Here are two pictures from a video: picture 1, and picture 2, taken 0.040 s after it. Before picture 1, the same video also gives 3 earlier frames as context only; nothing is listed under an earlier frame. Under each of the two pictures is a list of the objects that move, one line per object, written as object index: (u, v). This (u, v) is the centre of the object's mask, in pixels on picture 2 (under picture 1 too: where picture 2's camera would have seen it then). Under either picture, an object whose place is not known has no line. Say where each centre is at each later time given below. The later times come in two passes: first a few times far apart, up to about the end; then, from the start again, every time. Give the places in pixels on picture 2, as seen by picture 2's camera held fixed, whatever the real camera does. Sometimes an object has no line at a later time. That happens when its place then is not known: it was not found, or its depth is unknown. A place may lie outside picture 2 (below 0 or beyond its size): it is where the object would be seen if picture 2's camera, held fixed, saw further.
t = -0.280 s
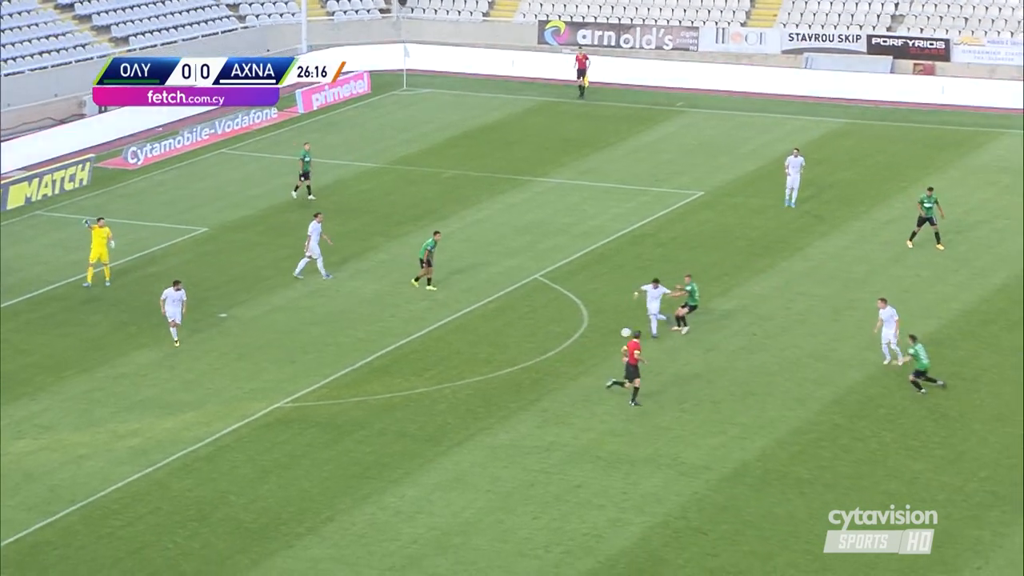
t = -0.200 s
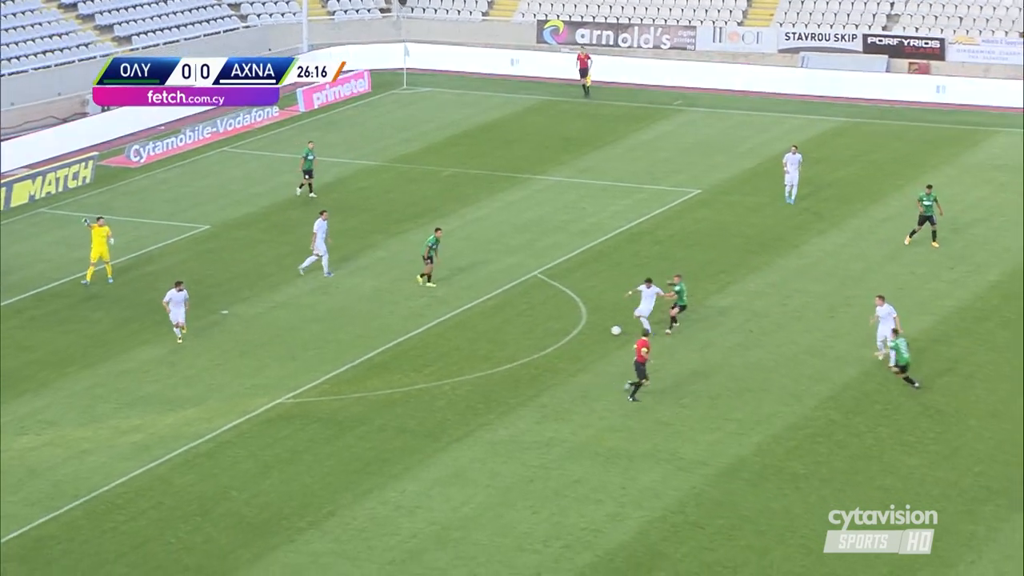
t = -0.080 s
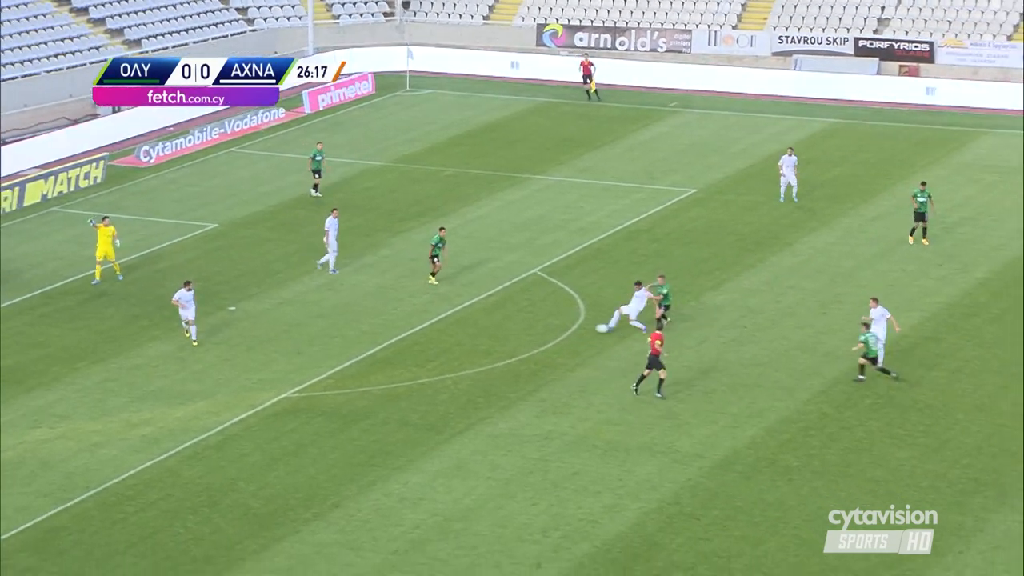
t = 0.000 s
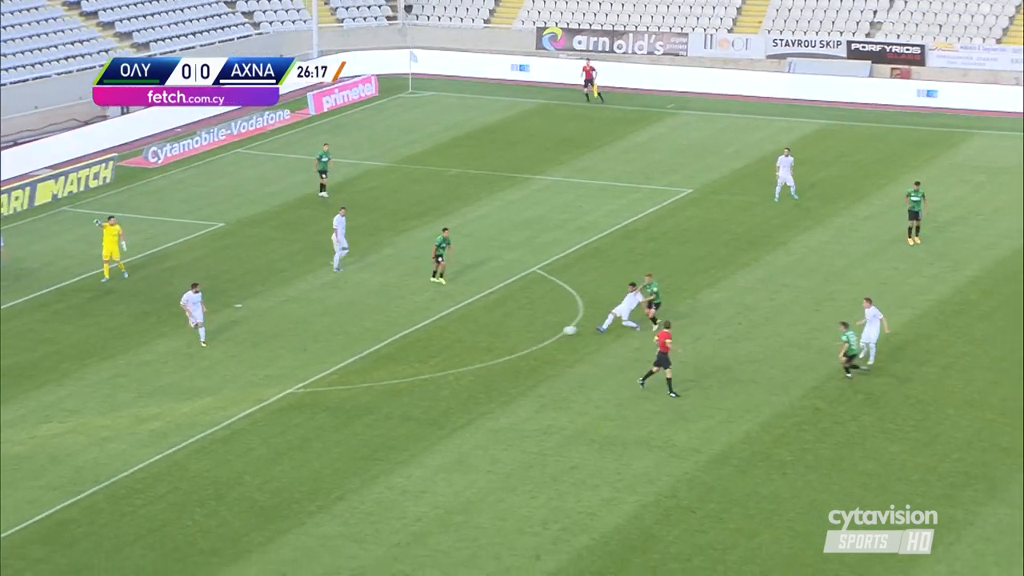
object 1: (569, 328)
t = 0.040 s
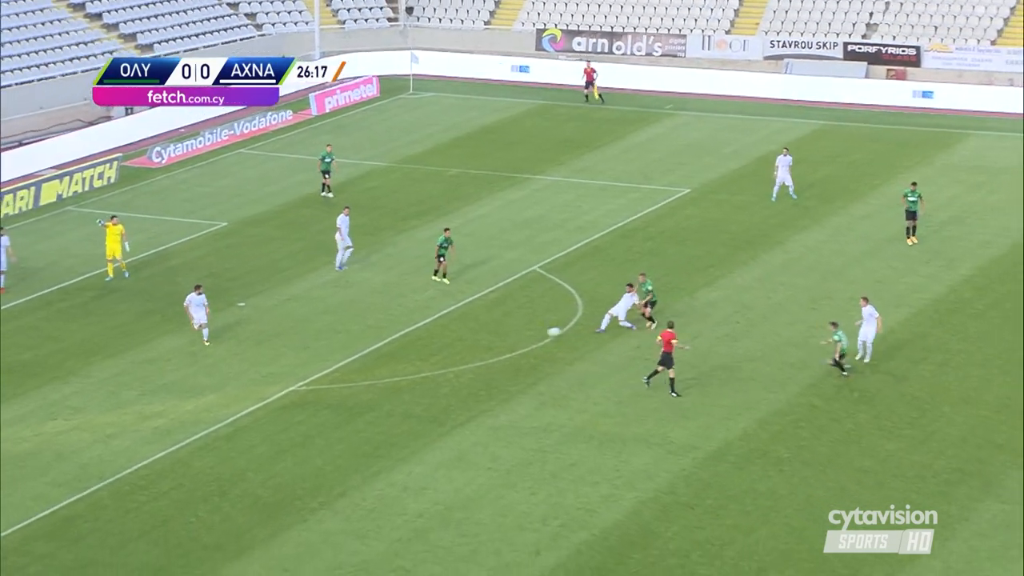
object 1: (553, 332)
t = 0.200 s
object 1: (494, 351)
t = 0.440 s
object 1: (416, 372)
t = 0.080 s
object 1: (538, 336)
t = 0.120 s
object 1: (523, 341)
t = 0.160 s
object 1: (508, 346)
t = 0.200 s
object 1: (494, 351)
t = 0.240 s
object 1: (480, 354)
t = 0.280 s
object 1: (467, 357)
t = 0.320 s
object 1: (454, 361)
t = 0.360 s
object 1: (441, 365)
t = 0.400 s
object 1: (429, 368)
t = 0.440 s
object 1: (416, 372)
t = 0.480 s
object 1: (405, 375)
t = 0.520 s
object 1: (394, 379)
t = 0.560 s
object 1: (383, 381)
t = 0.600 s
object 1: (372, 384)
